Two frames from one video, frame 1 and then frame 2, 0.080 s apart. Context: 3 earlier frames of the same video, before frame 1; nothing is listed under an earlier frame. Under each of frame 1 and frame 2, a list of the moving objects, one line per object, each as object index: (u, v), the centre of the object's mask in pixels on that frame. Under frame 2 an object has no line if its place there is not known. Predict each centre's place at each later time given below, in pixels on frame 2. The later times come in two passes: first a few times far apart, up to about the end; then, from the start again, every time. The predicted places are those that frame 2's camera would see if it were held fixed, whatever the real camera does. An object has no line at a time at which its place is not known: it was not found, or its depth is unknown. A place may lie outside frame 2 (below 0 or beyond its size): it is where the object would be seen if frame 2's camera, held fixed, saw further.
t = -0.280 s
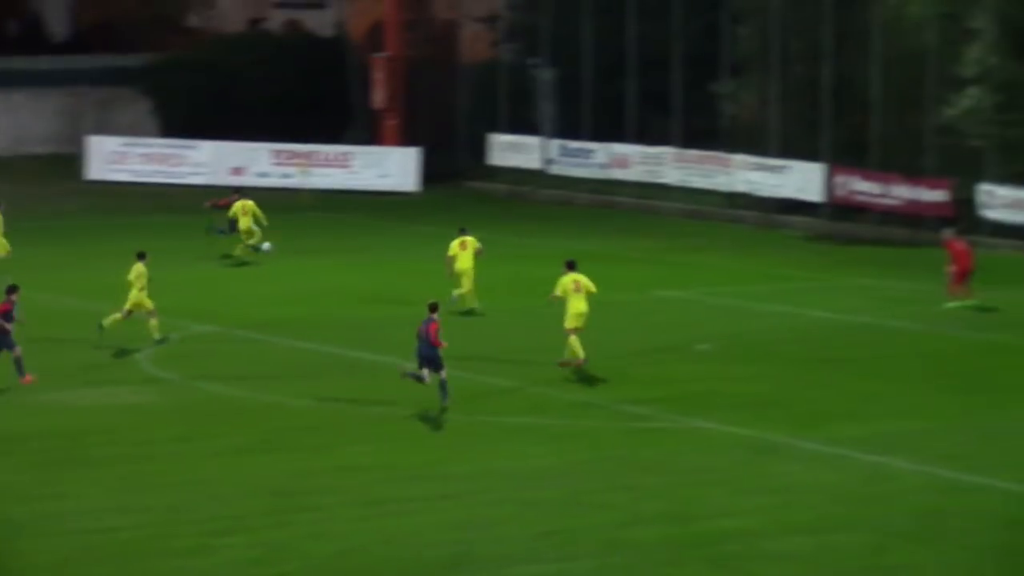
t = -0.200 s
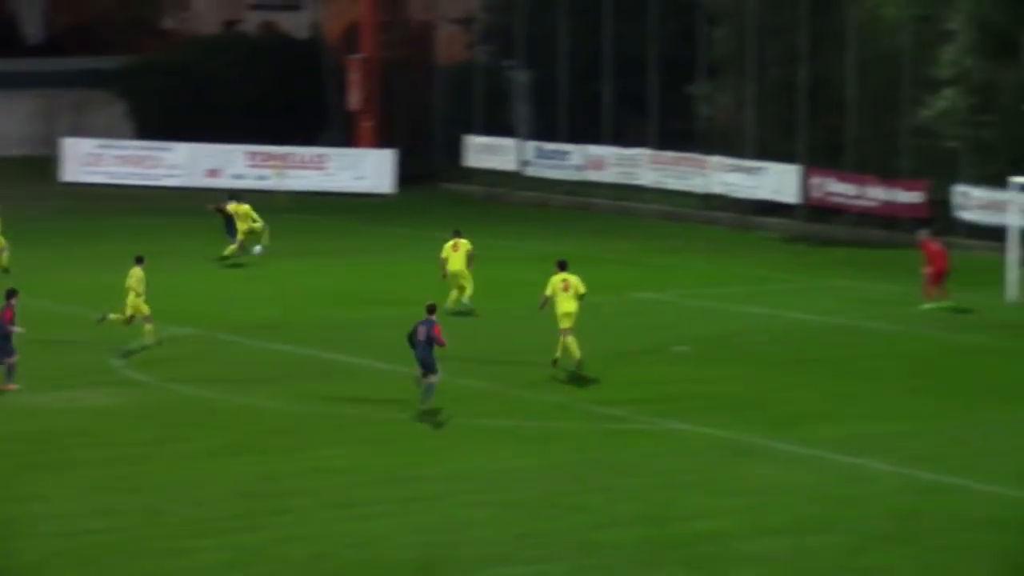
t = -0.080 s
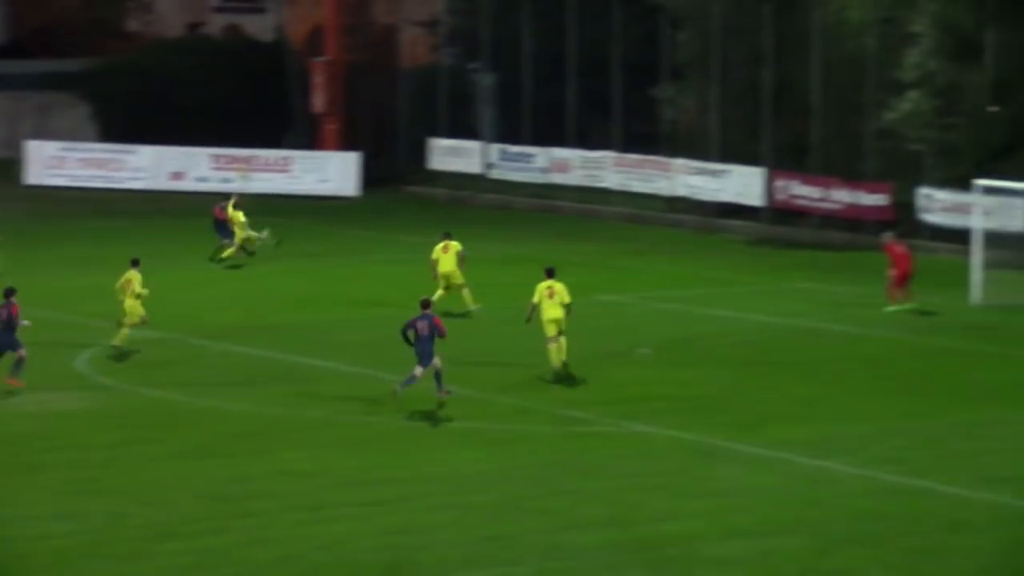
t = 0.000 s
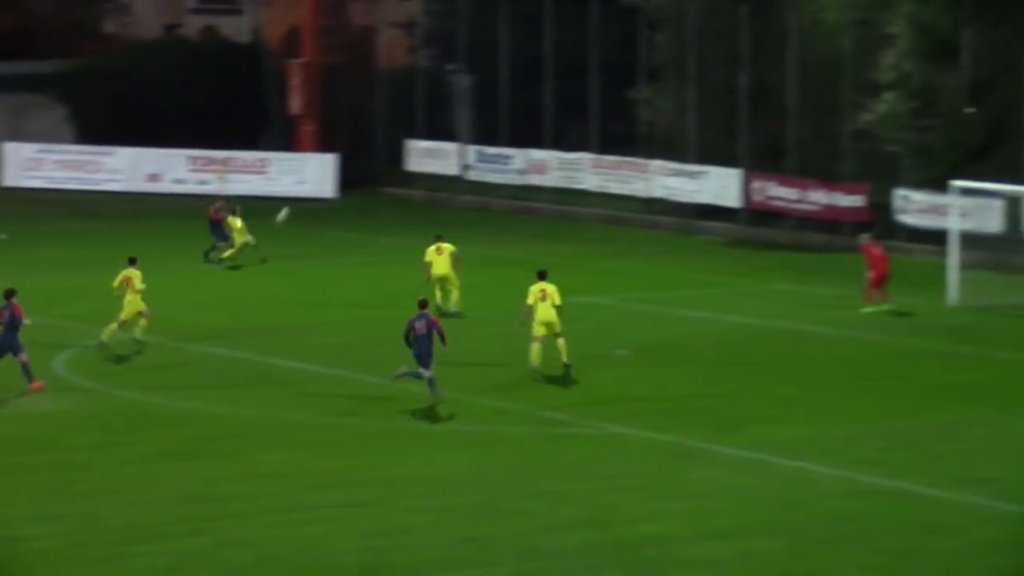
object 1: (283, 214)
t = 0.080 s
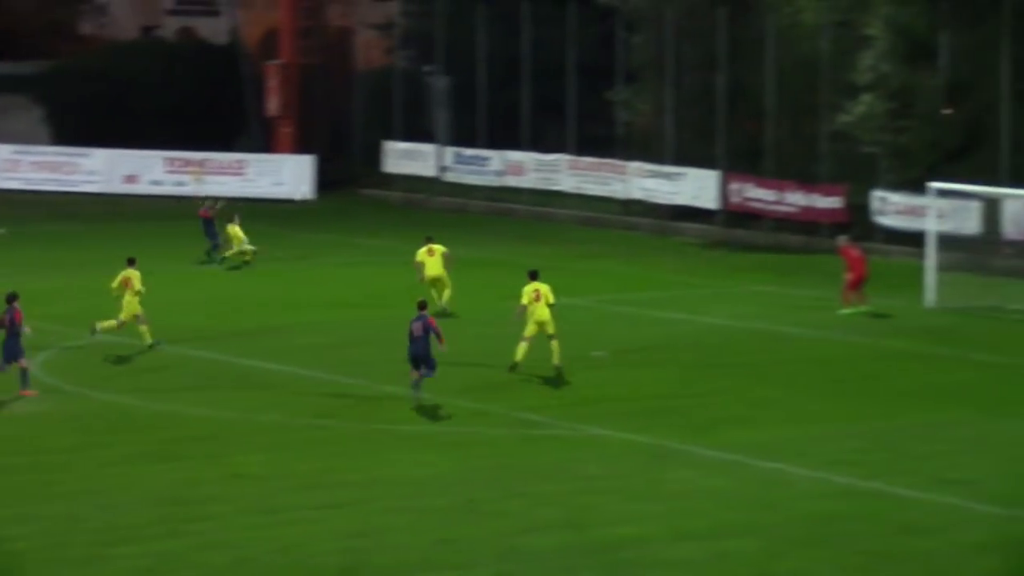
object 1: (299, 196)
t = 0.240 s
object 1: (378, 156)
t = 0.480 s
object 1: (493, 108)
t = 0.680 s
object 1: (581, 83)
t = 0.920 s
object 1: (682, 70)
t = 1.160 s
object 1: (779, 79)
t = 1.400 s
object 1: (872, 111)
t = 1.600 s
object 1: (946, 158)
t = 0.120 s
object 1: (323, 183)
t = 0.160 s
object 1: (342, 174)
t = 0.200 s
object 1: (362, 164)
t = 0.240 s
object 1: (378, 156)
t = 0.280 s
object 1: (400, 143)
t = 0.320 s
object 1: (419, 136)
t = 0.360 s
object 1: (438, 129)
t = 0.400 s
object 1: (457, 122)
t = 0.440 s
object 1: (475, 115)
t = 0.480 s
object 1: (493, 108)
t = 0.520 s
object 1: (511, 102)
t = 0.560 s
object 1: (529, 96)
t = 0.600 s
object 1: (546, 92)
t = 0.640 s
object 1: (564, 87)
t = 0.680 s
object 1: (581, 83)
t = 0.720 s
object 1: (598, 79)
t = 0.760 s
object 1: (616, 76)
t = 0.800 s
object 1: (632, 74)
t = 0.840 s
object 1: (649, 72)
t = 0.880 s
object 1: (666, 71)
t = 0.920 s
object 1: (682, 70)
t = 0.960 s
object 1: (698, 70)
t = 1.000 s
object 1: (715, 71)
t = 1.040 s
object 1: (731, 72)
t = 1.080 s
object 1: (747, 73)
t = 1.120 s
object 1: (763, 76)
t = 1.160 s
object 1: (779, 79)
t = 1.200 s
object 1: (794, 83)
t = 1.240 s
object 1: (809, 87)
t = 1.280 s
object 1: (826, 92)
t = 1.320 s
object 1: (841, 97)
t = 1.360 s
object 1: (856, 103)
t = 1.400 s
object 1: (872, 111)
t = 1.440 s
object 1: (887, 119)
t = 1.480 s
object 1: (901, 127)
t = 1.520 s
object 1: (917, 137)
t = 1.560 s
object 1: (931, 147)
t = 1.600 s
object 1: (946, 158)
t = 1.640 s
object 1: (961, 170)
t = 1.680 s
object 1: (975, 180)
